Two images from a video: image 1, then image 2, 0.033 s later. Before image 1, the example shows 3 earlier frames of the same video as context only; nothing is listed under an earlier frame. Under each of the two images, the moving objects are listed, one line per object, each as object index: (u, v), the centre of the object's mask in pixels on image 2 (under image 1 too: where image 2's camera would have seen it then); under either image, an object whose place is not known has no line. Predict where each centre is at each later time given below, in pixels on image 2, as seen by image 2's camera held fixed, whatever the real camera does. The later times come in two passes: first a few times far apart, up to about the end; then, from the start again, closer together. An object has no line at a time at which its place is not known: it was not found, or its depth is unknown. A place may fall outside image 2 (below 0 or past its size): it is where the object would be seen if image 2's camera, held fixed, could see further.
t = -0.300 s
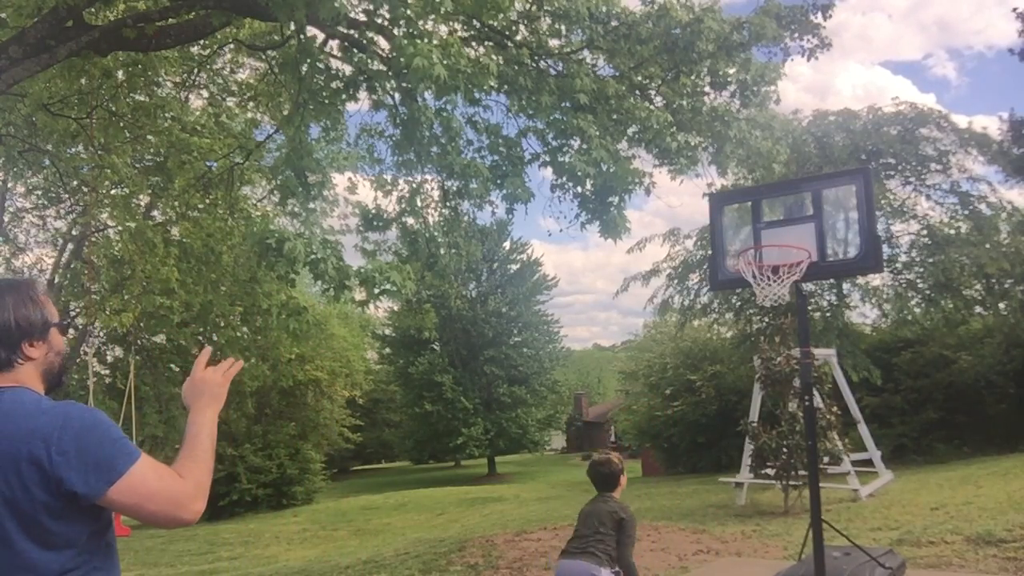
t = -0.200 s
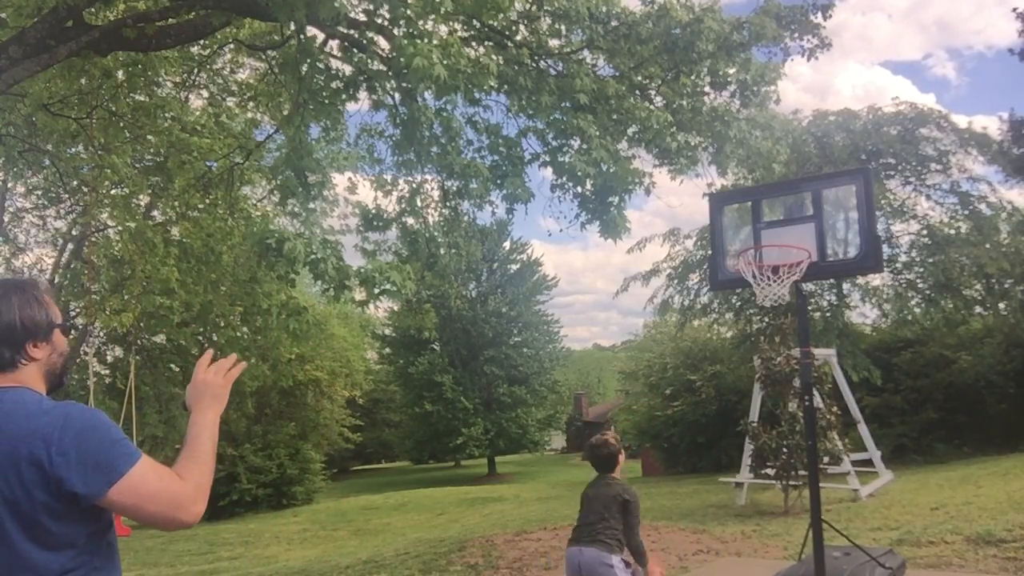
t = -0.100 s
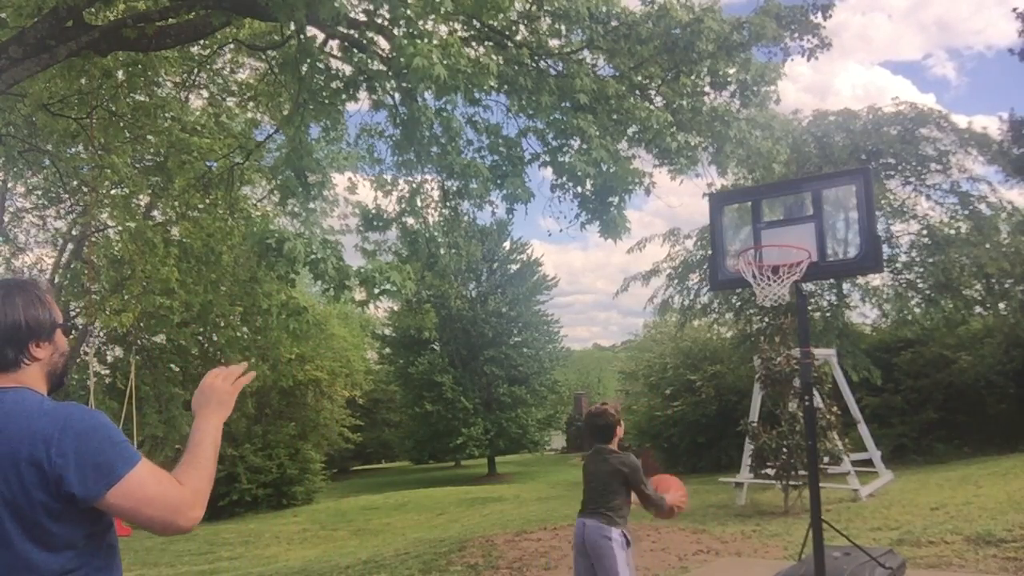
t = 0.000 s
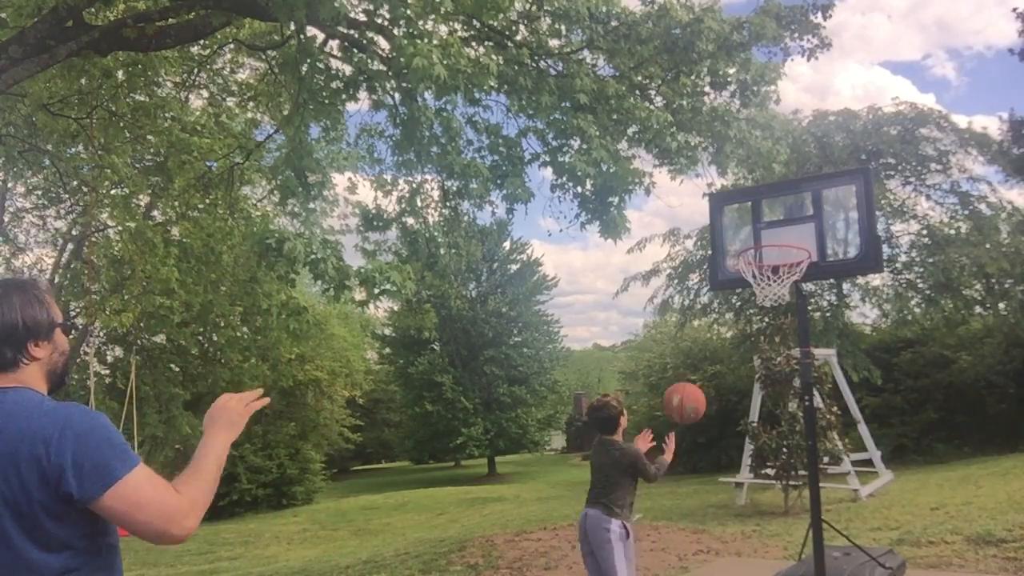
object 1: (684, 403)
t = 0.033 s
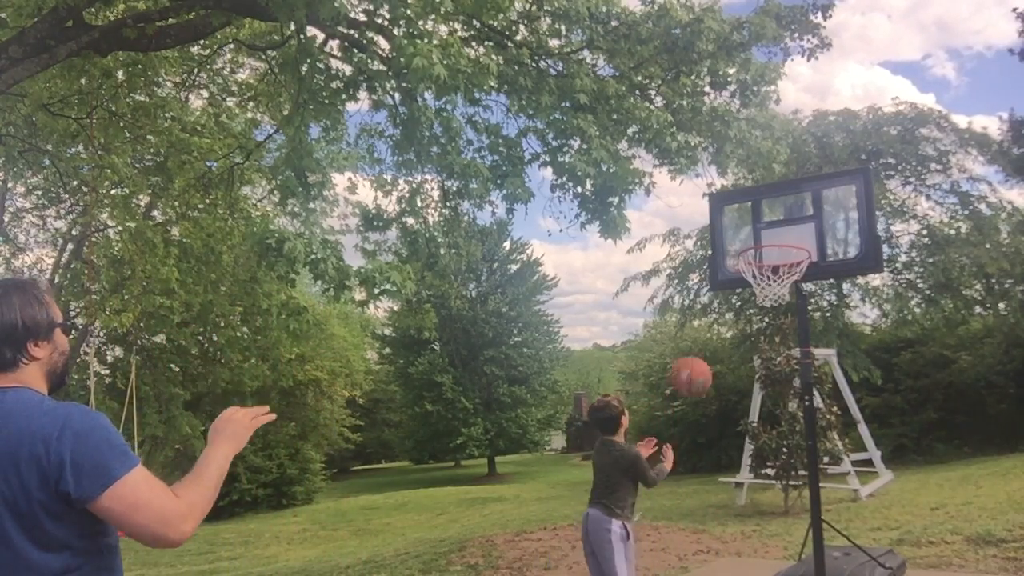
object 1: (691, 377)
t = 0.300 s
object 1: (737, 252)
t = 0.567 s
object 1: (758, 219)
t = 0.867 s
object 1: (763, 286)
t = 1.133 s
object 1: (778, 484)
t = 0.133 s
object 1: (709, 314)
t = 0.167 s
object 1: (715, 298)
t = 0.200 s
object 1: (721, 283)
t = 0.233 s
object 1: (725, 271)
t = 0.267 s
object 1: (731, 260)
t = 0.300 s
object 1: (737, 252)
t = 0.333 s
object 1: (744, 246)
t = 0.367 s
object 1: (749, 241)
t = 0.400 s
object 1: (755, 238)
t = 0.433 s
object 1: (758, 233)
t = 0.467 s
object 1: (758, 228)
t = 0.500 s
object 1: (758, 223)
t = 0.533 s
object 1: (757, 220)
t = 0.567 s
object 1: (758, 219)
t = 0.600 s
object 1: (758, 219)
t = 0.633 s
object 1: (758, 222)
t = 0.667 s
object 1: (759, 225)
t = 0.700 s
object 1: (759, 231)
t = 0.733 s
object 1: (760, 237)
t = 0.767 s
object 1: (760, 247)
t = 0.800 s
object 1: (761, 258)
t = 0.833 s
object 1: (762, 271)
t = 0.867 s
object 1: (763, 286)
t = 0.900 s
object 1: (765, 302)
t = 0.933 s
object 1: (767, 321)
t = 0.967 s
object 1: (768, 342)
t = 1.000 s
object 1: (770, 366)
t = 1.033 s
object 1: (772, 392)
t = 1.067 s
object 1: (774, 421)
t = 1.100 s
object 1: (776, 451)
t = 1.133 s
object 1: (778, 484)
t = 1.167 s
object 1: (781, 522)
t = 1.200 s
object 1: (783, 558)
